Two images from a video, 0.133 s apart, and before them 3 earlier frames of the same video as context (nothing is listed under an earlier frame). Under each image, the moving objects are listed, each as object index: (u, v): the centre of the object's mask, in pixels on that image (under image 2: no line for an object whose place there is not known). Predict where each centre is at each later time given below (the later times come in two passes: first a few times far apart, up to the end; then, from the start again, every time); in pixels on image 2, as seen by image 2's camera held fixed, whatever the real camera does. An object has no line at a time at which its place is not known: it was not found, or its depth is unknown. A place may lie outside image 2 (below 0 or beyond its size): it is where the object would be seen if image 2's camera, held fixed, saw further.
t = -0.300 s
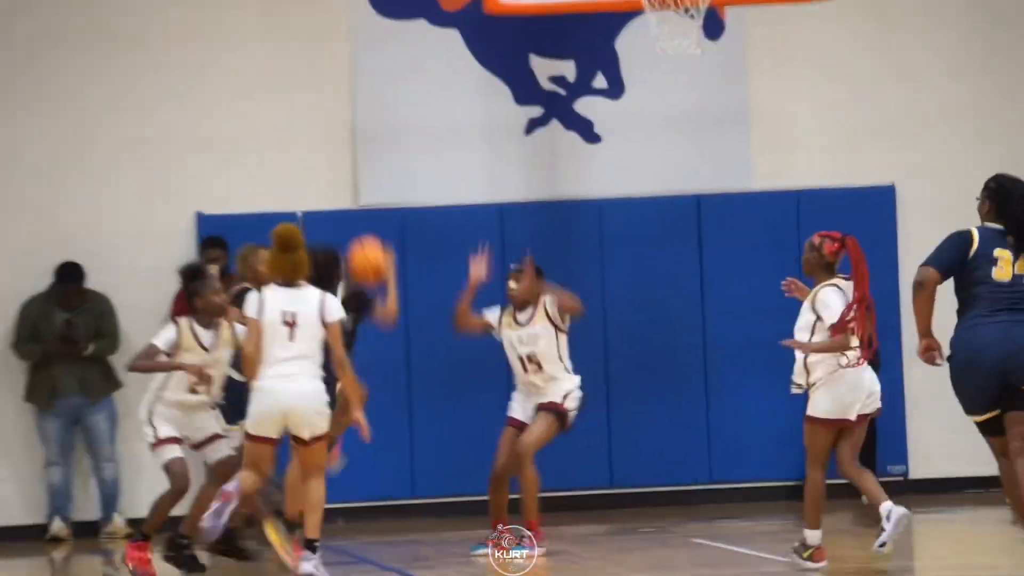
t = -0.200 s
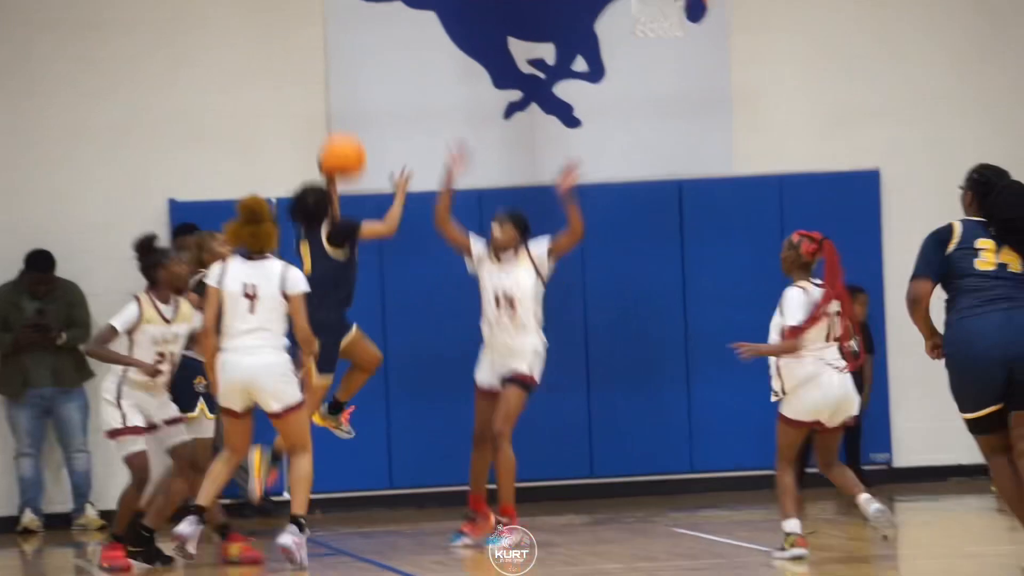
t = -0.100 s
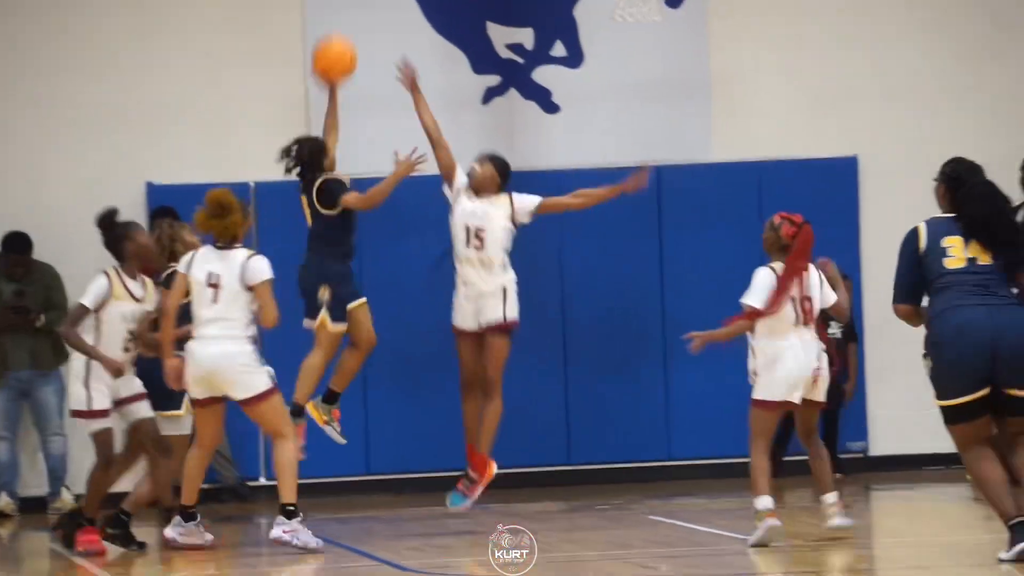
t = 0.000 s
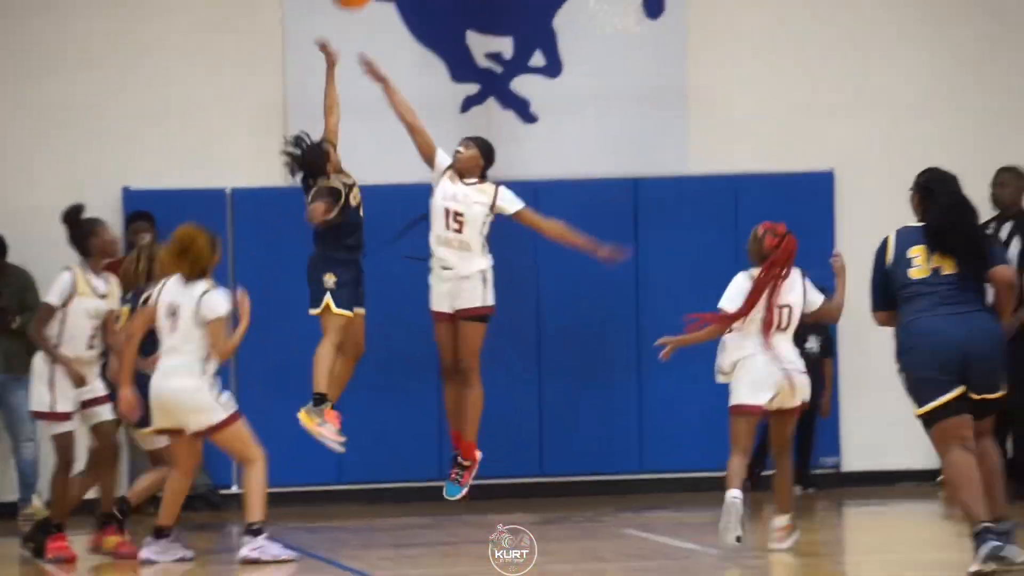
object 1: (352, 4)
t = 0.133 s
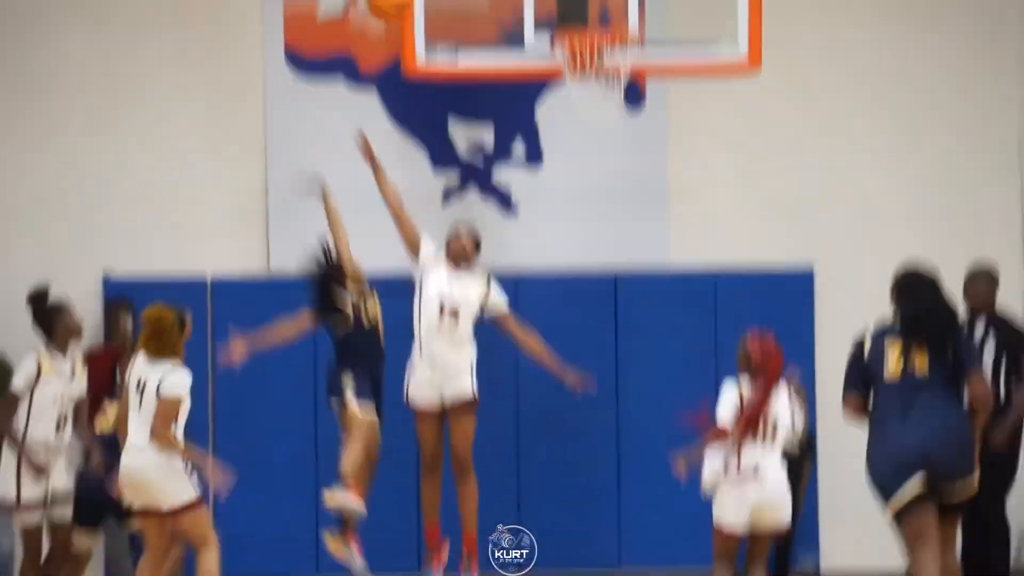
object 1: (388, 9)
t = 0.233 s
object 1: (427, -39)
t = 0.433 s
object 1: (506, -42)
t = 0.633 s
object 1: (579, 8)
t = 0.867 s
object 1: (624, 90)
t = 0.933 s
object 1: (622, 93)
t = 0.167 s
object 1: (399, -14)
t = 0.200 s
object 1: (412, -31)
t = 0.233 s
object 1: (427, -39)
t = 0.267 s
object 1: (439, -43)
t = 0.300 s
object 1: (452, -48)
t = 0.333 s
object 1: (466, -49)
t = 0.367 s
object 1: (480, -49)
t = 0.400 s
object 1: (493, -46)
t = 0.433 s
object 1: (506, -42)
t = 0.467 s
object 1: (520, -37)
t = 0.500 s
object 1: (534, -27)
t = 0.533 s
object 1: (545, -20)
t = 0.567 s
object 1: (556, -12)
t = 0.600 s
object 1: (568, -3)
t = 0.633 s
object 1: (579, 8)
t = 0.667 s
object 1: (590, 16)
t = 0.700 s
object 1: (605, 40)
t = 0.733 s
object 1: (616, 60)
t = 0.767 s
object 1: (625, 73)
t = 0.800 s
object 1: (627, 76)
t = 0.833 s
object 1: (626, 93)
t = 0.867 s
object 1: (624, 90)
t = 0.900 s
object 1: (623, 90)
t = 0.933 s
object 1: (622, 93)
